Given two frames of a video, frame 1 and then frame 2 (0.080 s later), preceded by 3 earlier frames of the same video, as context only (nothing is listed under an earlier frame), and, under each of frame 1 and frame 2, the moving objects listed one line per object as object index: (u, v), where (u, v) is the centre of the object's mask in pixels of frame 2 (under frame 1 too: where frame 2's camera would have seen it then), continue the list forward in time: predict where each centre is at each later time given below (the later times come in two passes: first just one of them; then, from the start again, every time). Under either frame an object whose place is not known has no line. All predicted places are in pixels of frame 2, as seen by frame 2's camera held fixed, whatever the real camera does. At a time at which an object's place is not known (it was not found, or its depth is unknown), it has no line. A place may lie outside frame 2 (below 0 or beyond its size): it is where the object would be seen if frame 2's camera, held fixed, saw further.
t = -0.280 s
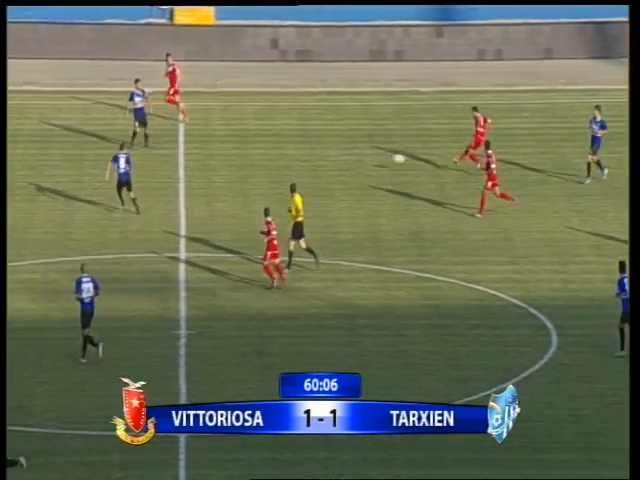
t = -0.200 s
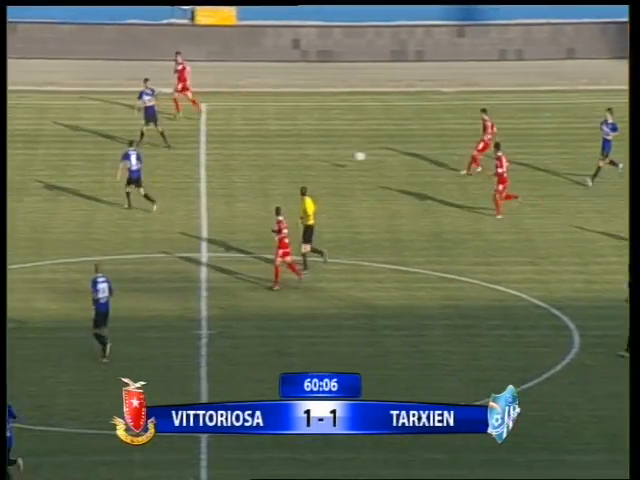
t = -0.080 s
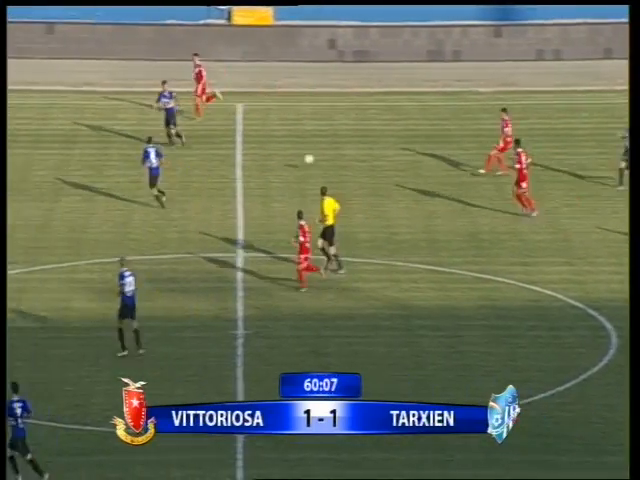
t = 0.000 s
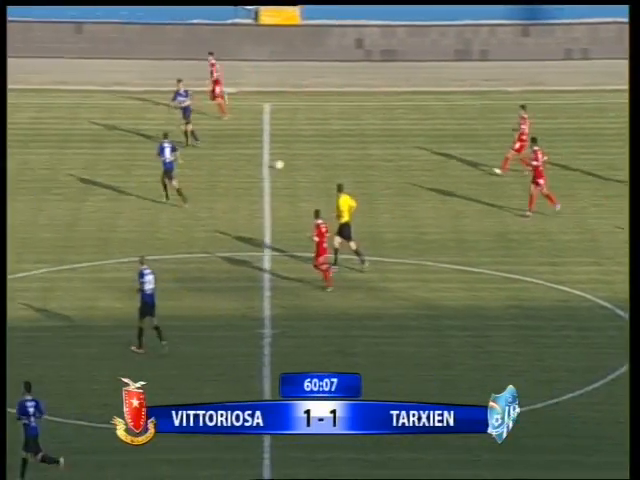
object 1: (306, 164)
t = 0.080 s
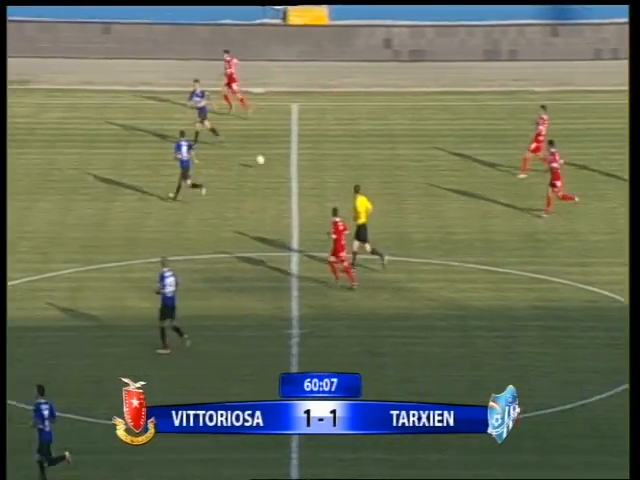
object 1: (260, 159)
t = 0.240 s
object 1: (174, 156)
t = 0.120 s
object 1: (237, 157)
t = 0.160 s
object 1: (215, 156)
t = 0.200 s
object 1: (194, 155)
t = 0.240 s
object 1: (174, 156)
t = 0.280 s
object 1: (149, 159)
